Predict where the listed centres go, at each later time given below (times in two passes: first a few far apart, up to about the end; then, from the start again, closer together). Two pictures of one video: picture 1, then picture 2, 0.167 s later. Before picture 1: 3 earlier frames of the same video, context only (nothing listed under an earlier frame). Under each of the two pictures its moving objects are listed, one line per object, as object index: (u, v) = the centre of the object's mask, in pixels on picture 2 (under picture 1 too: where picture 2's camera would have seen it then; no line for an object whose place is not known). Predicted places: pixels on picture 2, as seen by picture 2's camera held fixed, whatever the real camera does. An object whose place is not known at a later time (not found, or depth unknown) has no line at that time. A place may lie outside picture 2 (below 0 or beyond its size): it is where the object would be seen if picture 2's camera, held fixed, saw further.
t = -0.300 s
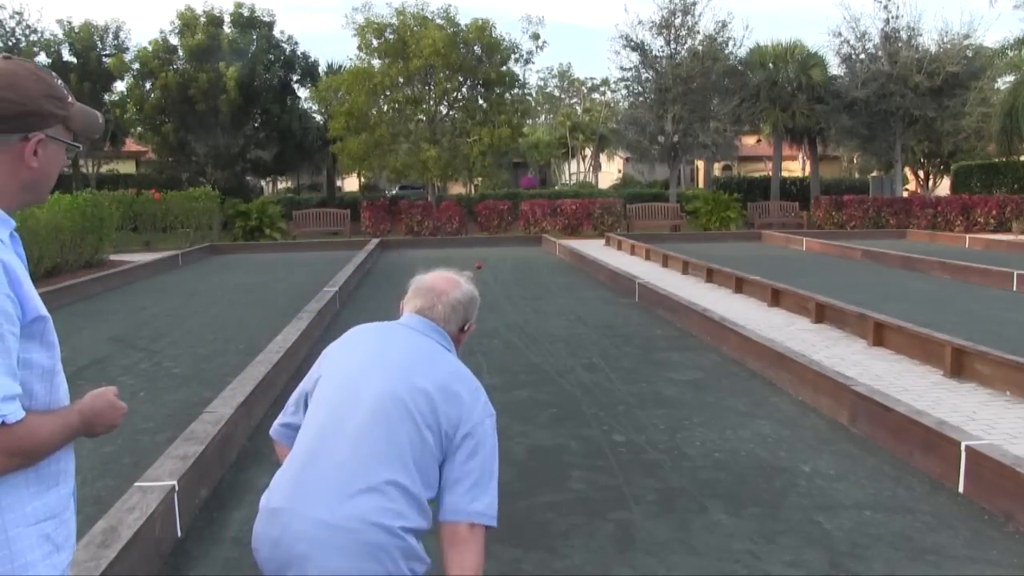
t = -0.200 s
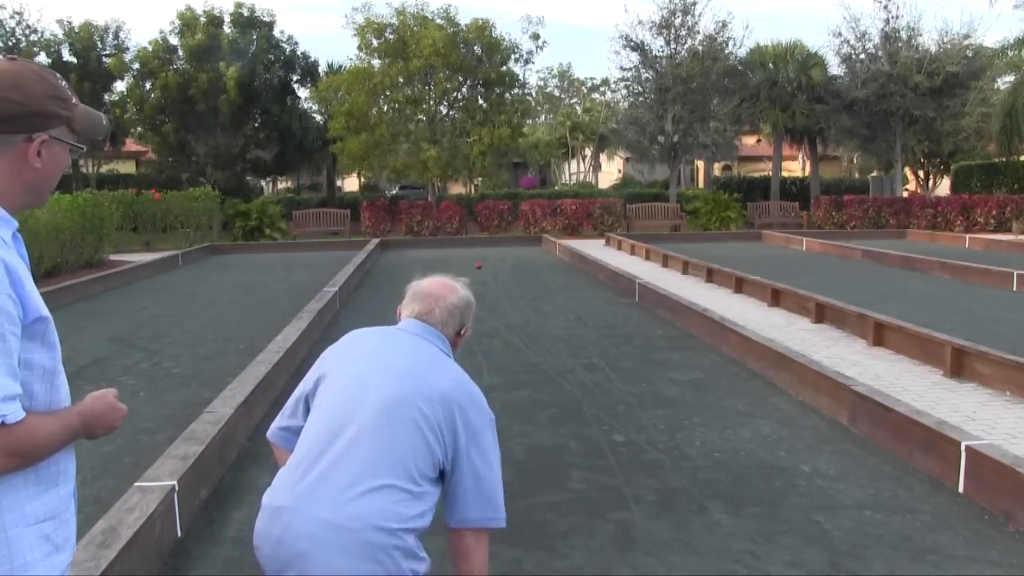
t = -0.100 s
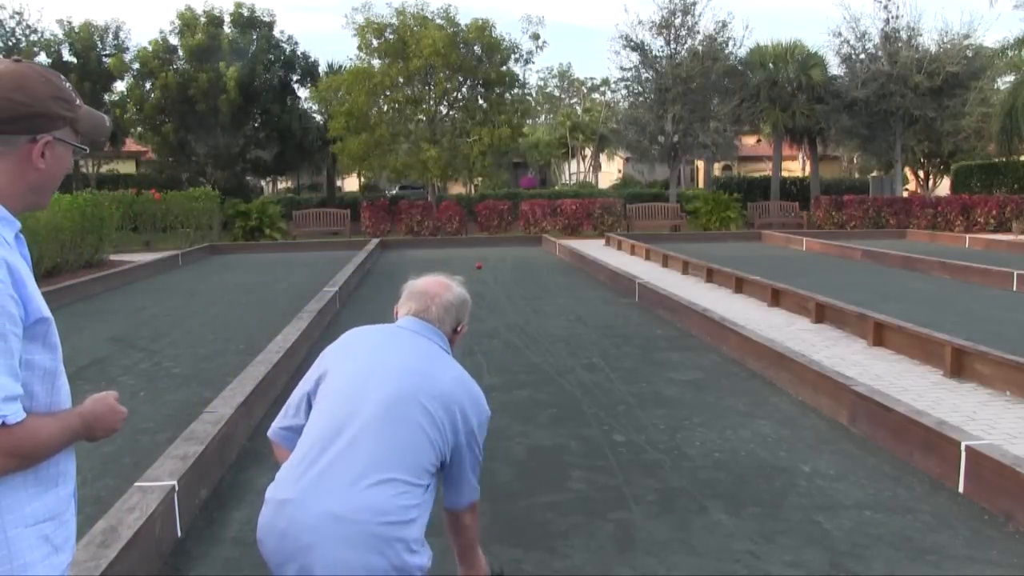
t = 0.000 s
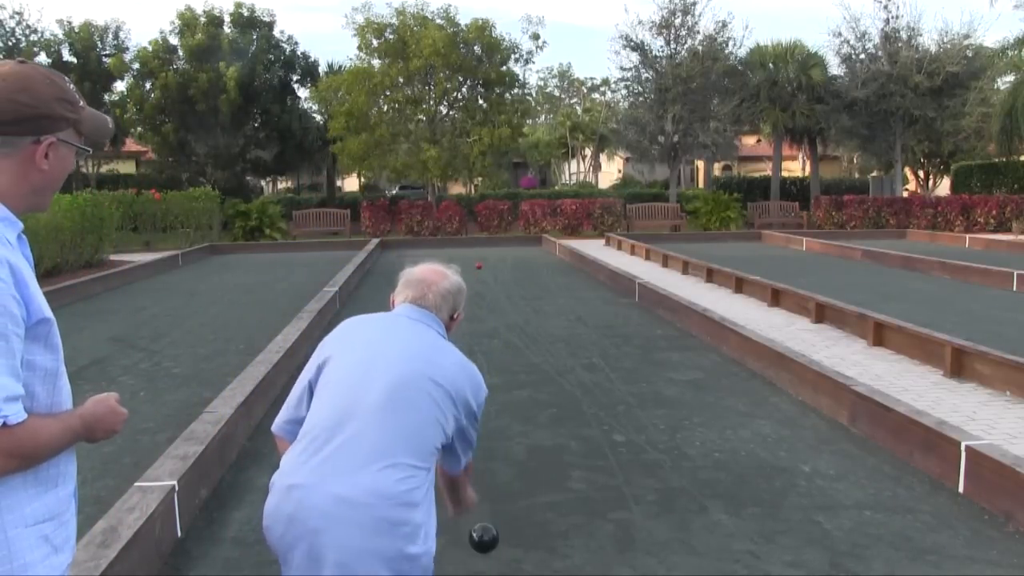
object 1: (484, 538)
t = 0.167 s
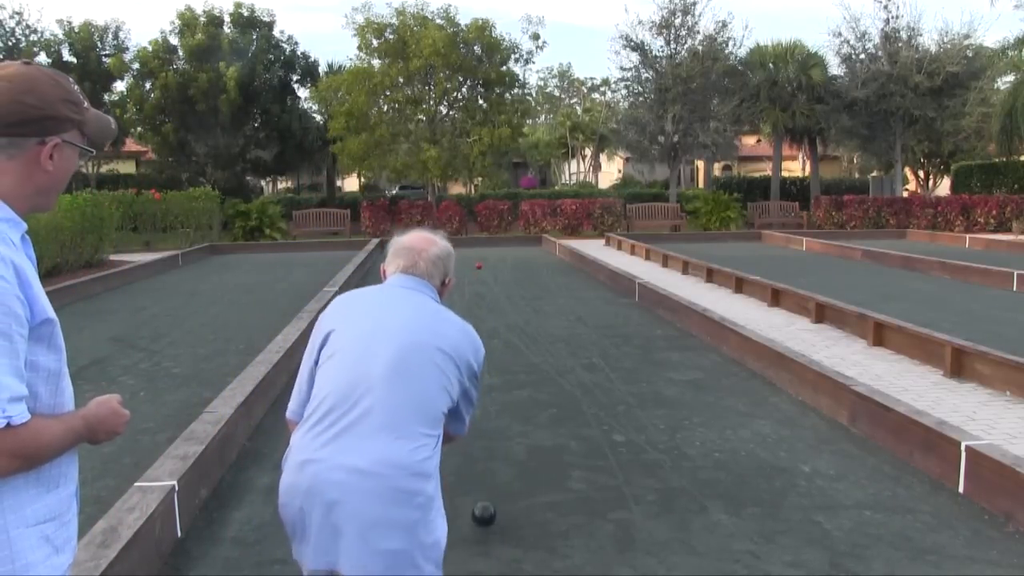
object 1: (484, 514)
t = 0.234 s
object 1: (485, 495)
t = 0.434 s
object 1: (489, 461)
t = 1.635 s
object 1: (492, 347)
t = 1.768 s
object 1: (495, 339)
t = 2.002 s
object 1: (495, 329)
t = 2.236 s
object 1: (495, 321)
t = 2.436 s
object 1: (496, 316)
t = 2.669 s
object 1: (495, 310)
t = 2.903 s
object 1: (495, 304)
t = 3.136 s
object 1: (495, 299)
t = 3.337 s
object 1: (495, 296)
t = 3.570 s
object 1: (494, 292)
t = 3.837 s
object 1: (493, 289)
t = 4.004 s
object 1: (493, 287)
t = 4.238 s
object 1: (492, 284)
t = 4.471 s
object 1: (491, 282)
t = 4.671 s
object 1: (491, 280)
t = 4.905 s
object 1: (491, 278)
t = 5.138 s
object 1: (491, 277)
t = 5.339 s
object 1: (490, 275)
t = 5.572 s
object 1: (490, 274)
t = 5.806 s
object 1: (489, 273)
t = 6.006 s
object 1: (488, 272)
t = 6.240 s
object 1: (488, 271)
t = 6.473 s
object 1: (487, 271)
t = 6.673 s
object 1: (487, 270)
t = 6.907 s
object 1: (486, 270)
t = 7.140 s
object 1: (484, 269)
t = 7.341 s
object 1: (483, 269)
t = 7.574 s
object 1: (483, 269)
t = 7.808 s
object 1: (482, 269)
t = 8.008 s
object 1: (482, 268)
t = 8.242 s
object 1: (482, 268)
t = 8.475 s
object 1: (482, 268)
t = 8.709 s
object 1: (482, 268)
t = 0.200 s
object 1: (484, 503)
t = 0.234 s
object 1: (485, 495)
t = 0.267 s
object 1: (485, 490)
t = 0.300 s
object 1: (486, 487)
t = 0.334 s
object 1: (487, 480)
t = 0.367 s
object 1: (488, 473)
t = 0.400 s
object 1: (488, 467)
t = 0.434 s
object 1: (489, 461)
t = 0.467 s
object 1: (489, 454)
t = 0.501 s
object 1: (490, 449)
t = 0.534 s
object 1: (494, 447)
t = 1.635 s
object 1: (492, 347)
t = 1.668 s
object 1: (495, 344)
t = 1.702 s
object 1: (495, 342)
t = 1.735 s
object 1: (495, 341)
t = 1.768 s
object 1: (495, 339)
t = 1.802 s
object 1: (495, 338)
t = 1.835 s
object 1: (495, 336)
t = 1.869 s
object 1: (495, 335)
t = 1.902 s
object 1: (495, 333)
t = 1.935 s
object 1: (495, 332)
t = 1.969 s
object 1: (495, 331)
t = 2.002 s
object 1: (495, 329)
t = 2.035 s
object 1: (495, 328)
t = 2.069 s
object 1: (495, 327)
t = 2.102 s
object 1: (495, 326)
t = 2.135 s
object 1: (495, 325)
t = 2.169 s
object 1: (495, 323)
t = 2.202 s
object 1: (495, 322)
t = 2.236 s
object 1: (495, 321)
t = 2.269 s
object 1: (495, 320)
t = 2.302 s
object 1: (495, 319)
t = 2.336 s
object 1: (495, 318)
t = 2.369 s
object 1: (496, 317)
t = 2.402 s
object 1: (496, 316)
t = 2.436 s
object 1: (496, 316)
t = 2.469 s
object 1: (495, 314)
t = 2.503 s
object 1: (495, 314)
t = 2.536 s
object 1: (495, 313)
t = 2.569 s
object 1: (495, 312)
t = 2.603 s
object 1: (495, 311)
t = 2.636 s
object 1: (495, 310)
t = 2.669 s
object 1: (495, 310)
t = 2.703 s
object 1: (495, 309)
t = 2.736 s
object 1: (495, 308)
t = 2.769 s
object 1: (495, 307)
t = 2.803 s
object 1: (495, 307)
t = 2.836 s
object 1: (495, 306)
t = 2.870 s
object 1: (495, 305)
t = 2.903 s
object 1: (495, 304)
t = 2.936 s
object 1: (495, 303)
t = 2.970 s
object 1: (495, 303)
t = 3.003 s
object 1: (495, 302)
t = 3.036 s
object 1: (495, 301)
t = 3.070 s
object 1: (495, 300)
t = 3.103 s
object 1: (495, 300)
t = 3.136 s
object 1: (495, 299)
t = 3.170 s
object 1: (495, 299)
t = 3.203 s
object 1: (495, 298)
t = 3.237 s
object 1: (495, 298)
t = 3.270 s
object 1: (495, 297)
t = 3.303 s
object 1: (495, 296)
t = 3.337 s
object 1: (495, 296)
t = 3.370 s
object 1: (494, 295)
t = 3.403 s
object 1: (494, 295)
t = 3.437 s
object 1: (494, 295)
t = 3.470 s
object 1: (494, 294)
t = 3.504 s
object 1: (494, 293)
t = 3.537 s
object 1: (494, 293)
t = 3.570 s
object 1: (494, 292)
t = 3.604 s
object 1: (494, 292)
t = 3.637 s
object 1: (494, 291)
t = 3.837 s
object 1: (493, 289)
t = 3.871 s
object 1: (493, 289)
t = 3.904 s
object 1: (493, 288)
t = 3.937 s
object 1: (493, 288)
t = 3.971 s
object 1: (493, 287)
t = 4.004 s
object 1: (493, 287)
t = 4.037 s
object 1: (493, 286)
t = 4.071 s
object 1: (492, 286)
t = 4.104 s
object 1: (492, 286)
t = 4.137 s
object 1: (492, 285)
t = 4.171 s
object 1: (492, 285)
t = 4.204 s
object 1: (492, 285)
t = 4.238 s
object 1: (492, 284)
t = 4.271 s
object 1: (491, 284)
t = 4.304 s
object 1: (491, 284)
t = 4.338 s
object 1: (491, 283)
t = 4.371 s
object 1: (491, 283)
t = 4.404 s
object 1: (491, 283)
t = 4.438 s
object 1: (491, 282)
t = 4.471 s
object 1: (491, 282)
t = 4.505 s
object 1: (491, 282)
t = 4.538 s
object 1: (491, 281)
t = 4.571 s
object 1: (491, 281)
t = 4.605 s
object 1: (491, 281)
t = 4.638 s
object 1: (491, 280)
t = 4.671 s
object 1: (491, 280)
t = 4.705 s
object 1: (491, 280)
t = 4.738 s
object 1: (491, 280)
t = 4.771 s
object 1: (491, 279)
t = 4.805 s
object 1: (491, 279)
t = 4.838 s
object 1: (491, 279)
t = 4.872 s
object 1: (491, 278)
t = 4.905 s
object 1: (491, 278)
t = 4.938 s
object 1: (491, 278)
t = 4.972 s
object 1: (491, 278)
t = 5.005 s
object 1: (491, 277)
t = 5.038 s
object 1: (491, 277)
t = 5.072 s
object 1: (491, 277)
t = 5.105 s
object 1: (491, 277)
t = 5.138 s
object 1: (491, 277)
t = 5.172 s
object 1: (490, 276)
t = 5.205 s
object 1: (490, 276)
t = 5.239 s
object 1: (490, 276)
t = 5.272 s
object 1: (490, 276)
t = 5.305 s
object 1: (490, 276)
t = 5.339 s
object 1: (490, 275)
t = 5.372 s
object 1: (490, 275)
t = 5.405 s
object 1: (490, 275)
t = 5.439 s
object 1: (490, 275)
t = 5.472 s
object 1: (490, 275)
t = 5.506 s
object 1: (490, 275)
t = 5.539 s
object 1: (490, 274)
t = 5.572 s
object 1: (490, 274)
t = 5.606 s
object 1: (490, 274)
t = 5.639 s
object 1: (489, 274)
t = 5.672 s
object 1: (489, 274)
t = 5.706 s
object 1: (489, 273)
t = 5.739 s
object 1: (489, 273)
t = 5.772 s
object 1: (489, 273)
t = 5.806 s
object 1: (489, 273)
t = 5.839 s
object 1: (489, 273)
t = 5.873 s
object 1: (489, 273)
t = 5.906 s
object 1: (489, 273)
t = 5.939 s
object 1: (488, 272)
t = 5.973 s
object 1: (488, 272)
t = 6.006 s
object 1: (488, 272)
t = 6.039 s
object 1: (488, 272)
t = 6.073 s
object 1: (488, 272)
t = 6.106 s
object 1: (488, 272)
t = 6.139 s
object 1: (488, 272)
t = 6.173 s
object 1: (488, 272)
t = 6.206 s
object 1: (488, 271)
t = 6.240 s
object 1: (488, 271)
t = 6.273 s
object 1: (487, 271)
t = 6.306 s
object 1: (487, 271)
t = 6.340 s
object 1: (487, 271)
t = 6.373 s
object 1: (487, 271)
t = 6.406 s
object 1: (487, 271)
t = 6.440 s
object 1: (487, 271)
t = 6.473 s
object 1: (487, 271)
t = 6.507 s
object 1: (487, 270)
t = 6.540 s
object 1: (487, 270)
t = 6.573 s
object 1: (487, 270)
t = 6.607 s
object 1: (487, 270)
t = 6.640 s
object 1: (487, 270)
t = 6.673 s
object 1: (487, 270)
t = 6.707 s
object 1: (487, 270)
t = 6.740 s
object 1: (487, 270)
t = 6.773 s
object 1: (486, 270)
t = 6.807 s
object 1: (486, 270)
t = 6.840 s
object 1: (486, 270)
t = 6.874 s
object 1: (486, 270)
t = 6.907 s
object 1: (486, 270)
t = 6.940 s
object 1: (486, 270)
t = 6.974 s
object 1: (485, 270)
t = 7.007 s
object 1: (485, 269)
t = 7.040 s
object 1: (485, 269)
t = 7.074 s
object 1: (485, 269)
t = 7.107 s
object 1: (485, 269)
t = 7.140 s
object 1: (484, 269)
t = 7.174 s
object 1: (484, 269)
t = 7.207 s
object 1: (484, 269)
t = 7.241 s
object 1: (484, 269)
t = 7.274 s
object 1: (483, 269)
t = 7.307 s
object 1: (483, 269)
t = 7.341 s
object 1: (483, 269)
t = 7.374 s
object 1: (483, 269)
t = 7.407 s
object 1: (483, 269)
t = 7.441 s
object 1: (483, 269)
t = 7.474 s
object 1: (483, 269)
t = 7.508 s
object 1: (483, 269)
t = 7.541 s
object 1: (483, 269)
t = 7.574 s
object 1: (483, 269)
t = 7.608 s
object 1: (483, 269)
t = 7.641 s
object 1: (483, 269)
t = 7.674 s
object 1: (482, 269)
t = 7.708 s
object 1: (482, 269)
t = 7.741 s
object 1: (482, 269)
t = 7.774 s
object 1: (482, 269)
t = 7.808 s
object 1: (482, 269)
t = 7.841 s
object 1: (482, 268)
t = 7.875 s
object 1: (482, 268)
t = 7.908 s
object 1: (482, 269)
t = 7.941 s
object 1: (482, 269)
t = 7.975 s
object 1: (482, 268)
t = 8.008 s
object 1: (482, 268)
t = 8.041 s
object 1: (482, 268)
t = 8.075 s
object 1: (482, 268)
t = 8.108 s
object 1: (482, 268)
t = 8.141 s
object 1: (482, 268)
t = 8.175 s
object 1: (482, 268)
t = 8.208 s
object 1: (482, 268)
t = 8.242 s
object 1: (482, 268)
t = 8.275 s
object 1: (482, 268)
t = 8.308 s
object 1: (482, 268)
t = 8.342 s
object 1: (482, 268)
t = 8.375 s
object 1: (482, 268)
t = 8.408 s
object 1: (482, 268)
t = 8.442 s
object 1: (482, 268)
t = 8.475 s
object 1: (482, 268)
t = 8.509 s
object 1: (482, 268)
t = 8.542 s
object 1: (482, 268)
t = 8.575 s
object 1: (482, 268)
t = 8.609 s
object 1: (482, 268)
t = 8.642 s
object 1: (482, 268)
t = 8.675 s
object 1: (482, 268)
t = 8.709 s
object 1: (482, 268)
